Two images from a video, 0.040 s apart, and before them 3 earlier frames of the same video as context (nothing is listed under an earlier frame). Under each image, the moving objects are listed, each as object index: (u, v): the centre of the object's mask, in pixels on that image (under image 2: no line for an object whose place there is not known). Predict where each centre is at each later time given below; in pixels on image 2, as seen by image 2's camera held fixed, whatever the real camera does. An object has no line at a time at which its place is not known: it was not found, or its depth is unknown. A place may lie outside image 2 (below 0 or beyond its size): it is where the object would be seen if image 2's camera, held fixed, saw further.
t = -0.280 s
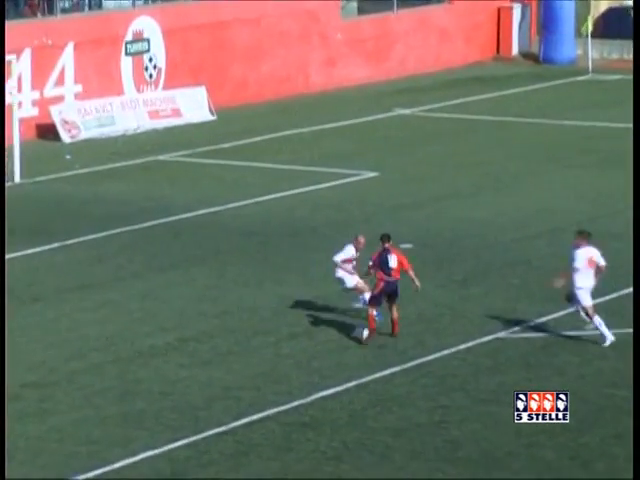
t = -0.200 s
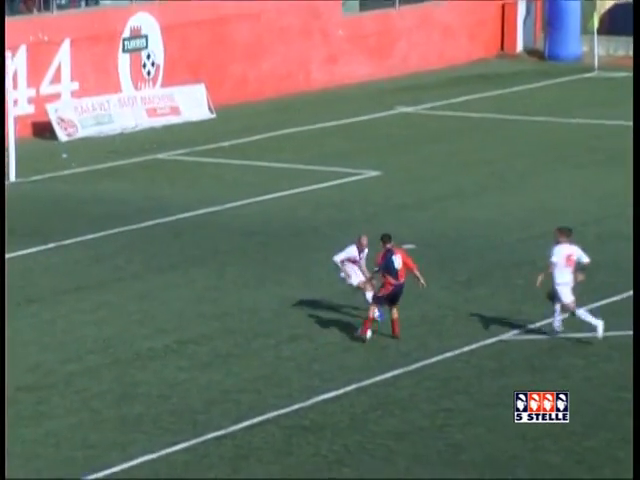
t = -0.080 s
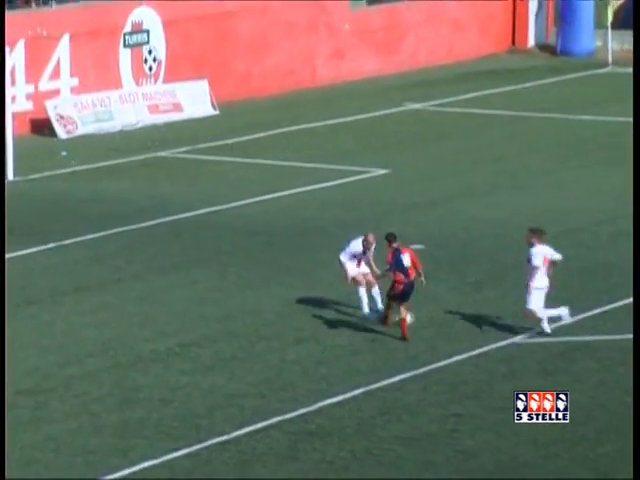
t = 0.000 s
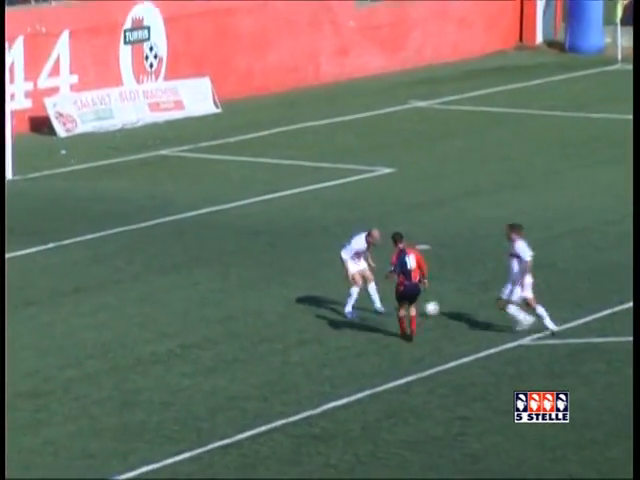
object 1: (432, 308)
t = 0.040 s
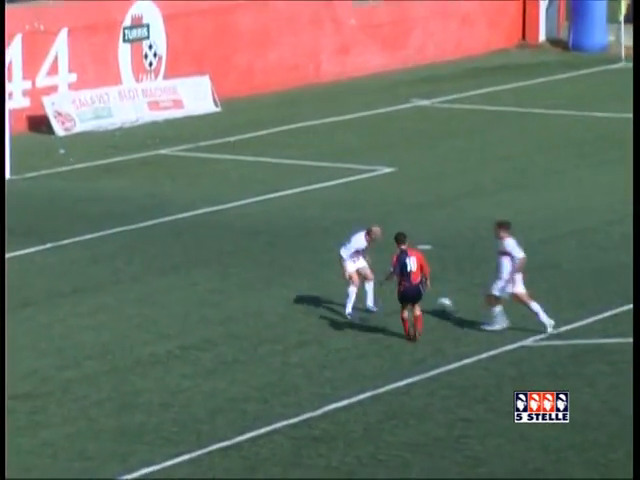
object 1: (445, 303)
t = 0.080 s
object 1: (454, 300)
